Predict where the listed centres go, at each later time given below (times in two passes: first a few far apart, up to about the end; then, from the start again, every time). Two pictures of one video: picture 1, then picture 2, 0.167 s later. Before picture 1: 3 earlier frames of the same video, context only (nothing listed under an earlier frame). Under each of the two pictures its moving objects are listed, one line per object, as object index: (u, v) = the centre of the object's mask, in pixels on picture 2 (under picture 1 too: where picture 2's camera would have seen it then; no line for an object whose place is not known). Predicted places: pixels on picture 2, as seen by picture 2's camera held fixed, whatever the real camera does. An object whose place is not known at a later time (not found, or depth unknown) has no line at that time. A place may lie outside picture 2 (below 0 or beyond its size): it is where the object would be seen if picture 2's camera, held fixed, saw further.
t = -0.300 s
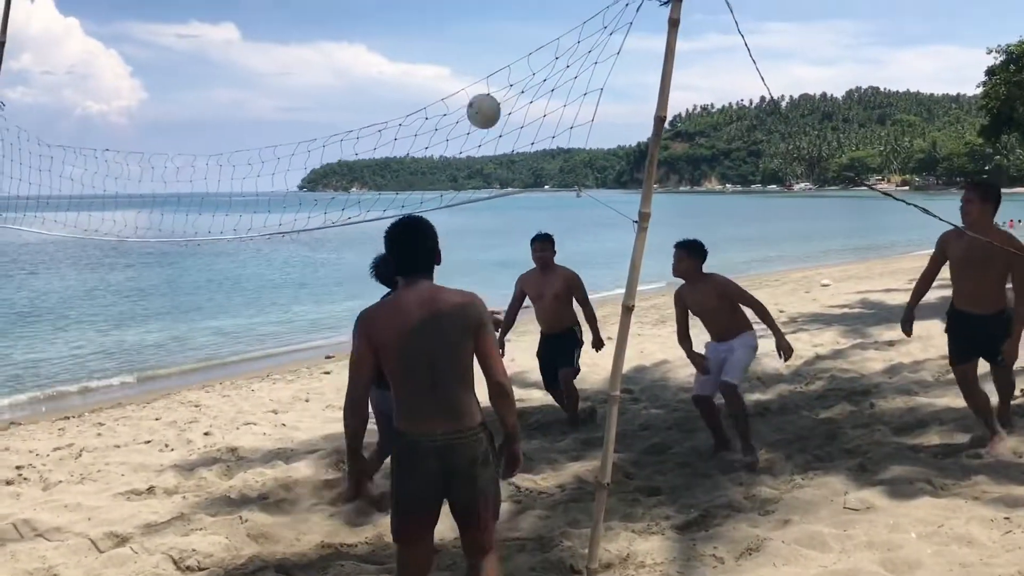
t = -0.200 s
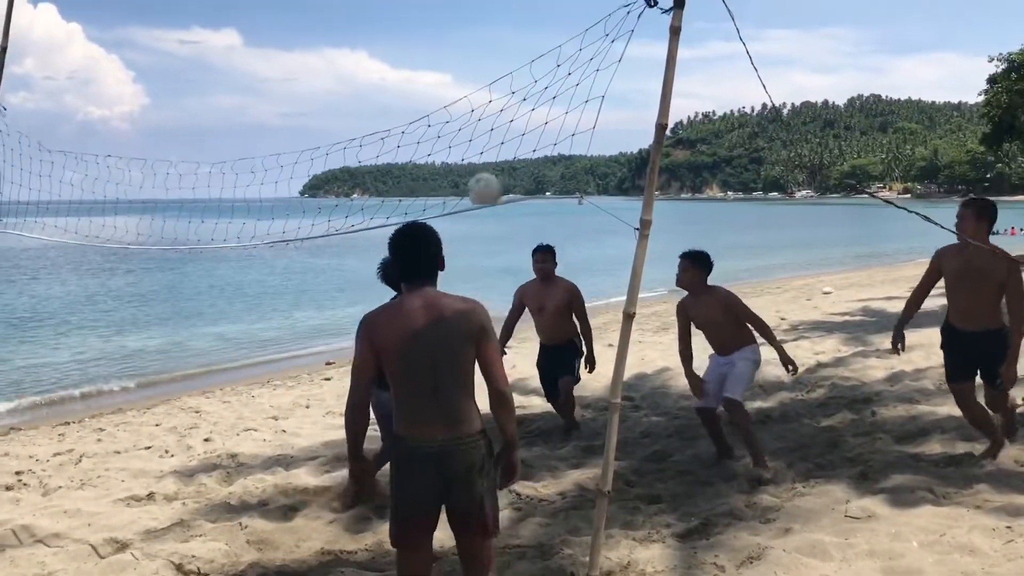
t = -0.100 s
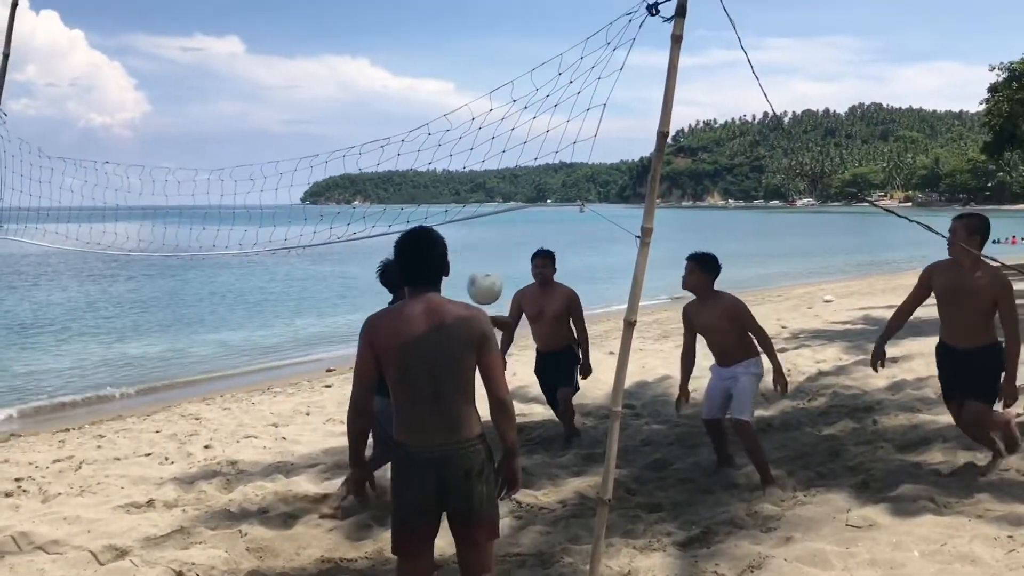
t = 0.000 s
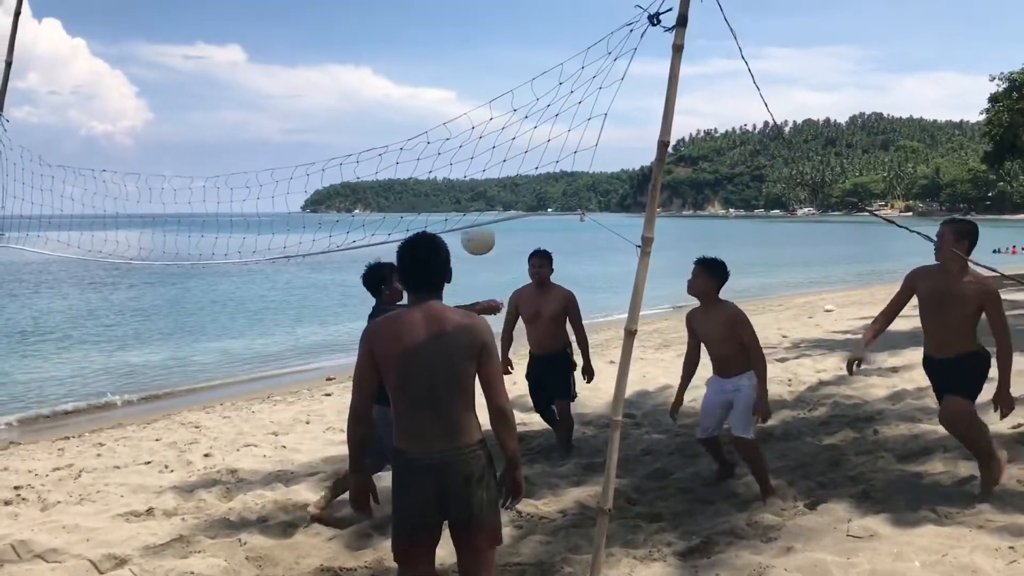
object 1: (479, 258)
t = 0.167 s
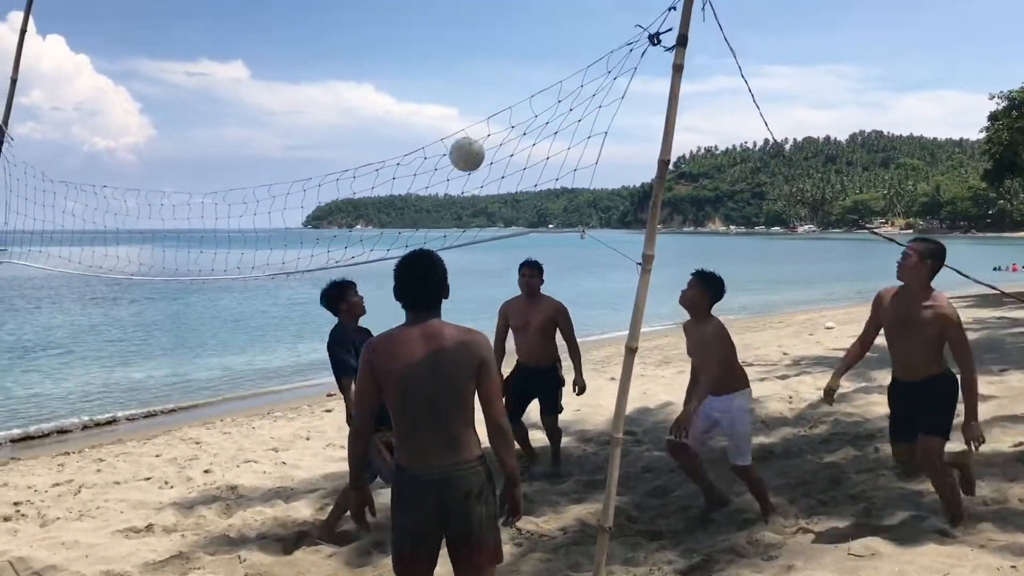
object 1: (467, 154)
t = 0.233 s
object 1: (462, 127)
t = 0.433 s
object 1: (449, 90)
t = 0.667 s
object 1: (440, 131)
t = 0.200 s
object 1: (464, 140)
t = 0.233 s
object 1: (462, 127)
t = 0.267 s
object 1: (460, 116)
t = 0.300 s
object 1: (457, 108)
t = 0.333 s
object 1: (455, 100)
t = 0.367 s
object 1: (453, 95)
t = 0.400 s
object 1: (451, 92)
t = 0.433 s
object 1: (449, 90)
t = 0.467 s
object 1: (448, 91)
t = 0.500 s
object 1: (446, 93)
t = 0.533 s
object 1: (445, 97)
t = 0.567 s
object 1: (443, 103)
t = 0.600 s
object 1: (442, 111)
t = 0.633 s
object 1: (441, 120)
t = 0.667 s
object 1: (440, 131)
